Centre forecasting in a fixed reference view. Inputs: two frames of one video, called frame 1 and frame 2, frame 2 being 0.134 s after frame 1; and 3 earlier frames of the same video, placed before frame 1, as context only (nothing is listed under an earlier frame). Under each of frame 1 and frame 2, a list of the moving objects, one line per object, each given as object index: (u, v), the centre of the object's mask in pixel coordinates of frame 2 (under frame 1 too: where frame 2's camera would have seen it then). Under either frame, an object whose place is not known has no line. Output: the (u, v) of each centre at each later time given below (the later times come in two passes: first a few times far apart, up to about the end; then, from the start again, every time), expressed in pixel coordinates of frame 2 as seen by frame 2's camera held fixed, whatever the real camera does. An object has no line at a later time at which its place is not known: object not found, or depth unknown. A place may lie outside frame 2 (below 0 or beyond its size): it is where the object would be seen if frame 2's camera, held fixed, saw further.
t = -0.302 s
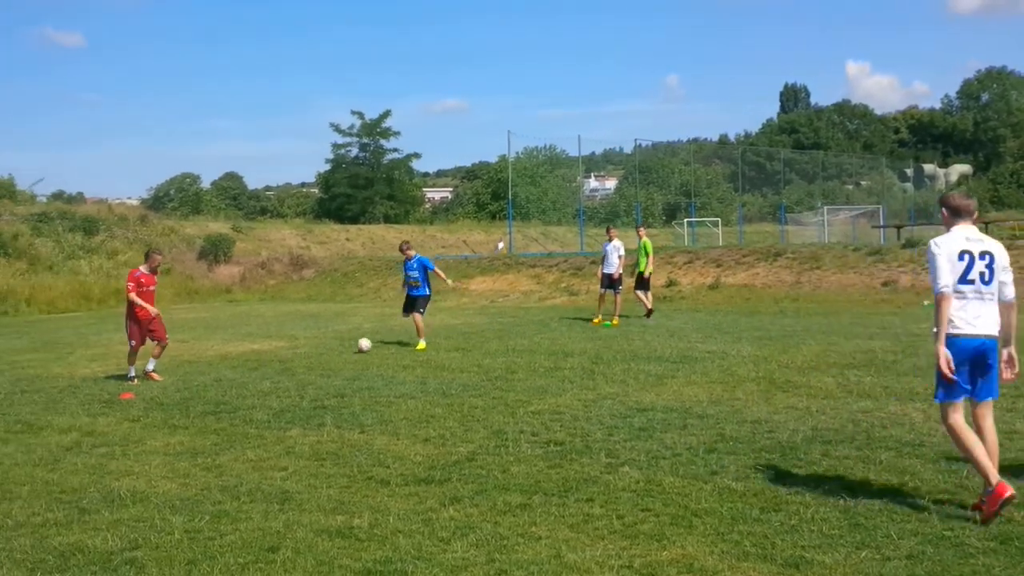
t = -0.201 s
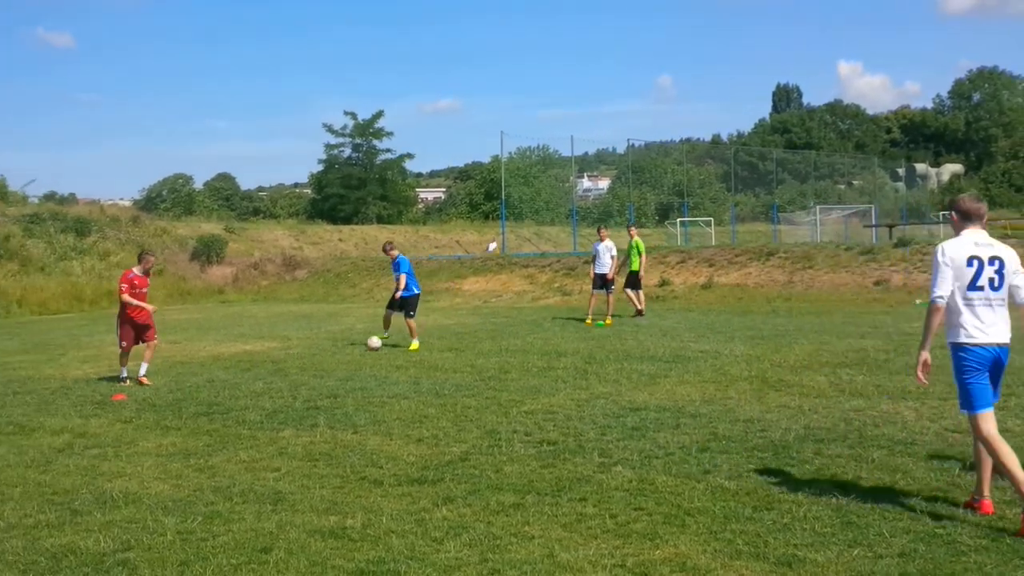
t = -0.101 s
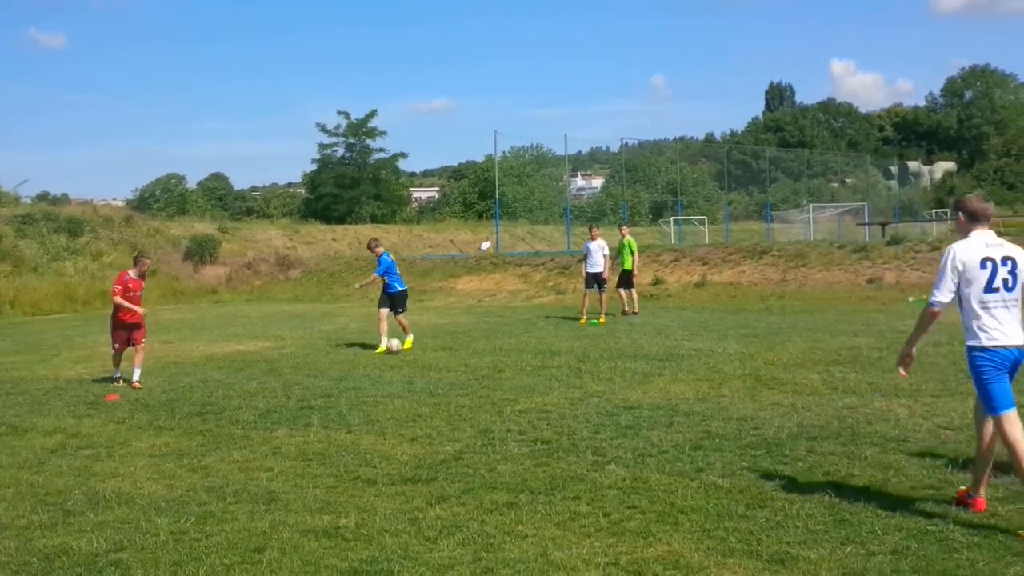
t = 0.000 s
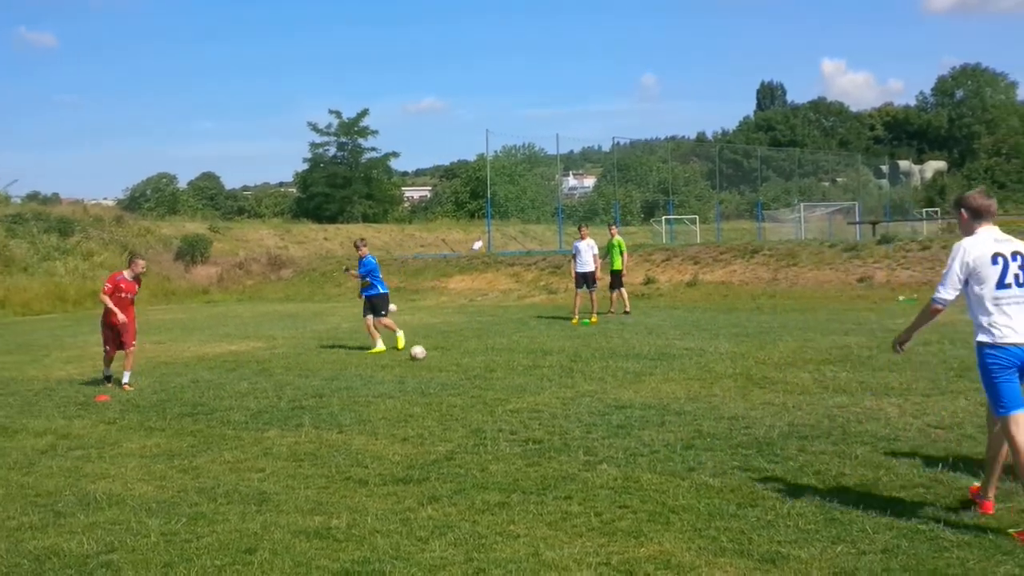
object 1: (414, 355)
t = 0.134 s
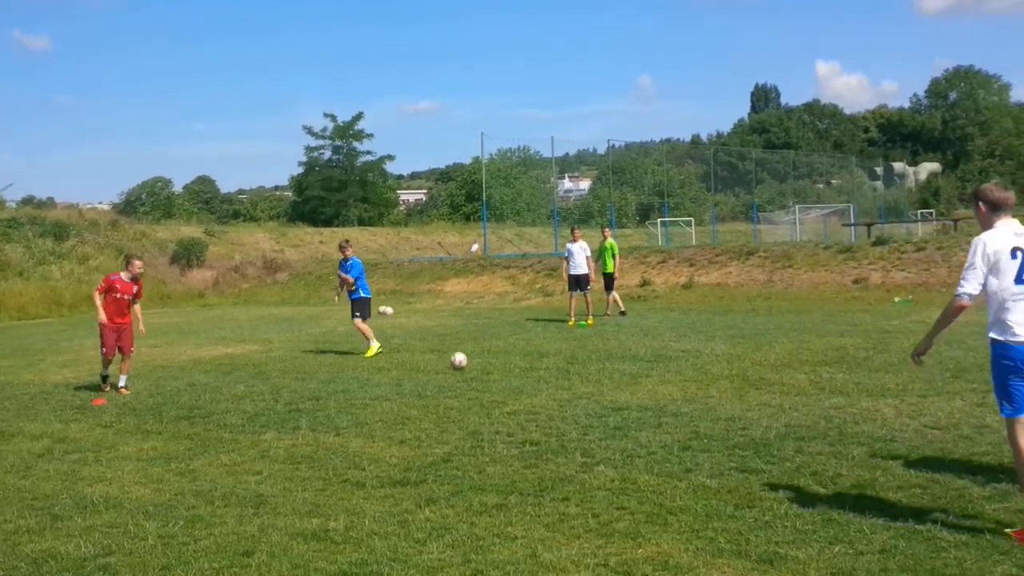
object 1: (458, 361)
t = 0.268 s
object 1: (506, 367)
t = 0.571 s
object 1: (617, 383)
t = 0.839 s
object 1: (717, 394)
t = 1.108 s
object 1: (827, 406)
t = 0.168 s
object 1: (470, 364)
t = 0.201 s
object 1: (483, 367)
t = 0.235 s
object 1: (493, 367)
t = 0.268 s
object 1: (506, 367)
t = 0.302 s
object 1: (518, 369)
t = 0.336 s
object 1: (530, 371)
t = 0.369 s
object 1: (544, 374)
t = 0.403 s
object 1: (557, 376)
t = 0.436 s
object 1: (568, 376)
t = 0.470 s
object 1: (580, 377)
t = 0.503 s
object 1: (591, 378)
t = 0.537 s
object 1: (605, 379)
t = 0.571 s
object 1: (617, 383)
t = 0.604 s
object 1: (631, 386)
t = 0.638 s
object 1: (642, 385)
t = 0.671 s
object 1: (654, 384)
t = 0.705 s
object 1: (665, 386)
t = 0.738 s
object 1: (678, 387)
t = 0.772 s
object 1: (690, 390)
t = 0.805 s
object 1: (704, 393)
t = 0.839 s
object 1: (717, 394)
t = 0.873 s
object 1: (729, 393)
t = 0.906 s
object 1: (742, 393)
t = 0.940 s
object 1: (756, 394)
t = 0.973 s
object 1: (769, 396)
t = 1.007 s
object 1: (784, 400)
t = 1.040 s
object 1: (797, 403)
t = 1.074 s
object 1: (812, 406)
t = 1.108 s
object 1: (827, 406)
